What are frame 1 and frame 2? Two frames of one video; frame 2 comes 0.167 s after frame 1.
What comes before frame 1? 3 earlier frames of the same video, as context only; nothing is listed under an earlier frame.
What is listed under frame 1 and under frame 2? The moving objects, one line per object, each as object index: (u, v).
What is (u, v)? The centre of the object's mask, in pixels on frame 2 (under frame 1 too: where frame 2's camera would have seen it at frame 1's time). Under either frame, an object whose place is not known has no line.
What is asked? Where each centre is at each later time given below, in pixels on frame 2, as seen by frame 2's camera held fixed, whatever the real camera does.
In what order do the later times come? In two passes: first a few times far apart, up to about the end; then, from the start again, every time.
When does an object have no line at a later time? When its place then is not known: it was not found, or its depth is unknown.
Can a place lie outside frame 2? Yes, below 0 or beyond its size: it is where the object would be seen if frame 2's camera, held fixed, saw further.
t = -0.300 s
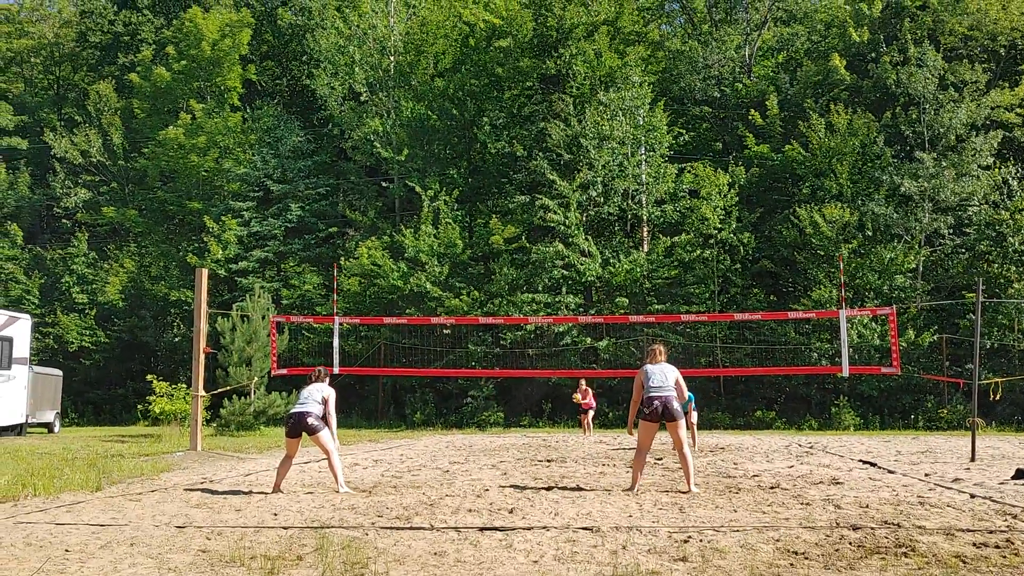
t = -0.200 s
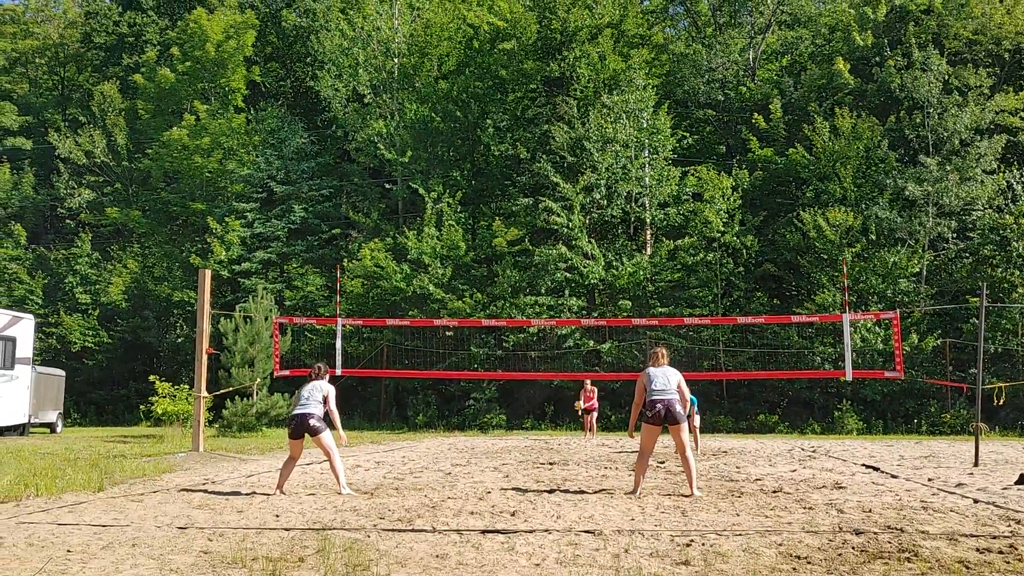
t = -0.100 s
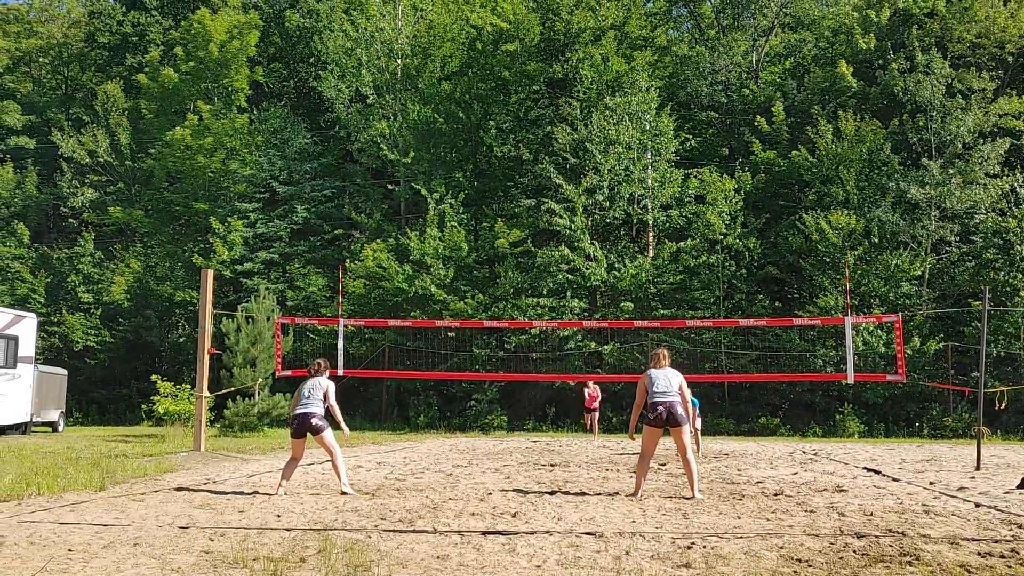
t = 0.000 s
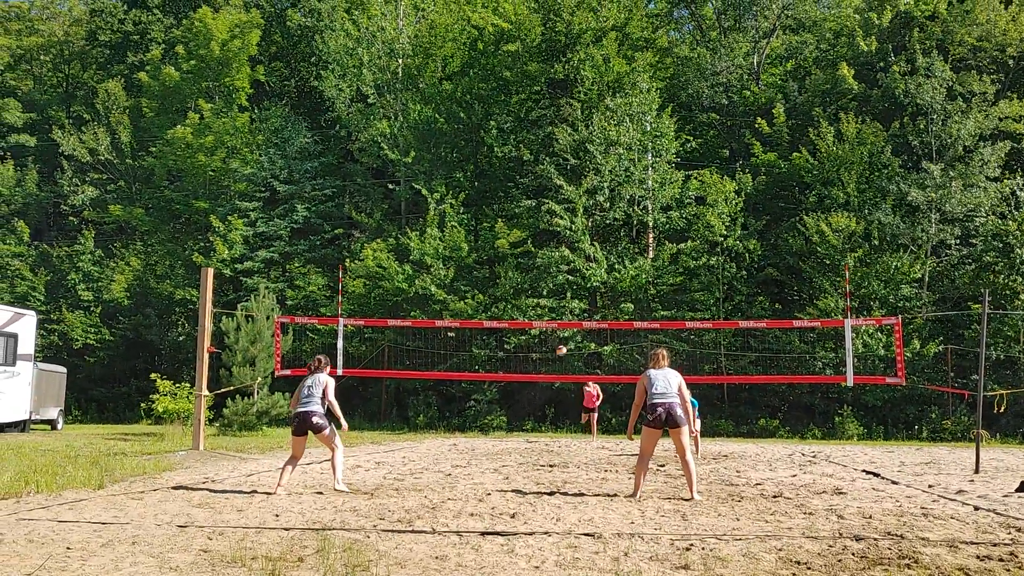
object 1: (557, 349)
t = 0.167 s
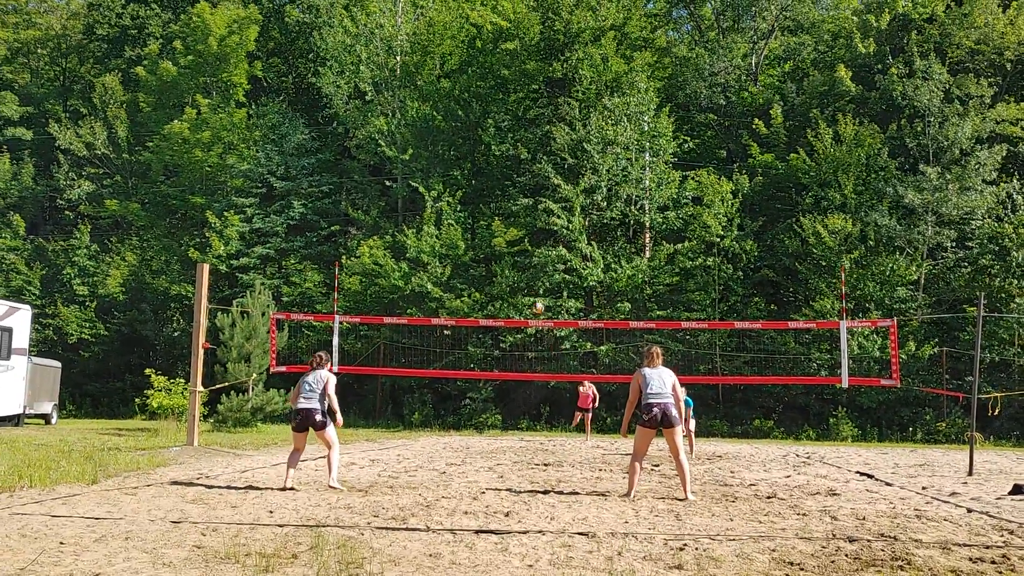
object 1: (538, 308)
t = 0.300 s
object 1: (522, 280)
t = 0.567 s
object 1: (483, 245)
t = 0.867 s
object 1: (429, 246)
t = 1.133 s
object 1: (367, 302)
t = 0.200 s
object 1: (535, 301)
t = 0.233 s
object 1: (531, 294)
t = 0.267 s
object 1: (526, 287)
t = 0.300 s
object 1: (522, 280)
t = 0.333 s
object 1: (518, 274)
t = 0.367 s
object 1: (513, 268)
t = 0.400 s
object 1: (508, 263)
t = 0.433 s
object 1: (503, 258)
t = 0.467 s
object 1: (498, 254)
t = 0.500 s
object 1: (493, 250)
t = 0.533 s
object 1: (488, 247)
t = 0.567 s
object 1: (483, 245)
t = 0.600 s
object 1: (477, 243)
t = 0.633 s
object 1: (472, 241)
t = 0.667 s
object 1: (468, 240)
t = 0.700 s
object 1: (462, 240)
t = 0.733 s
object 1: (455, 240)
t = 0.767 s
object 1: (449, 240)
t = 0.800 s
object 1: (443, 241)
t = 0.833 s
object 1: (435, 244)
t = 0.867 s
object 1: (429, 246)
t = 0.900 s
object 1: (422, 250)
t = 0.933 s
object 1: (414, 255)
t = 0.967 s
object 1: (408, 260)
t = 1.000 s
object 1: (401, 266)
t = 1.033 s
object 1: (394, 274)
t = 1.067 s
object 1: (385, 282)
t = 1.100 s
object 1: (376, 292)
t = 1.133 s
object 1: (367, 302)
